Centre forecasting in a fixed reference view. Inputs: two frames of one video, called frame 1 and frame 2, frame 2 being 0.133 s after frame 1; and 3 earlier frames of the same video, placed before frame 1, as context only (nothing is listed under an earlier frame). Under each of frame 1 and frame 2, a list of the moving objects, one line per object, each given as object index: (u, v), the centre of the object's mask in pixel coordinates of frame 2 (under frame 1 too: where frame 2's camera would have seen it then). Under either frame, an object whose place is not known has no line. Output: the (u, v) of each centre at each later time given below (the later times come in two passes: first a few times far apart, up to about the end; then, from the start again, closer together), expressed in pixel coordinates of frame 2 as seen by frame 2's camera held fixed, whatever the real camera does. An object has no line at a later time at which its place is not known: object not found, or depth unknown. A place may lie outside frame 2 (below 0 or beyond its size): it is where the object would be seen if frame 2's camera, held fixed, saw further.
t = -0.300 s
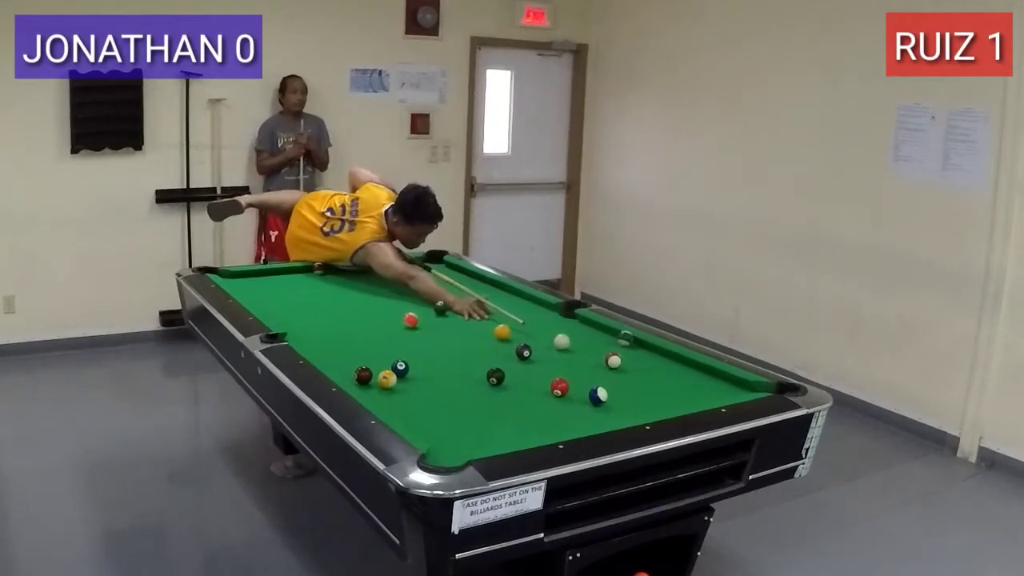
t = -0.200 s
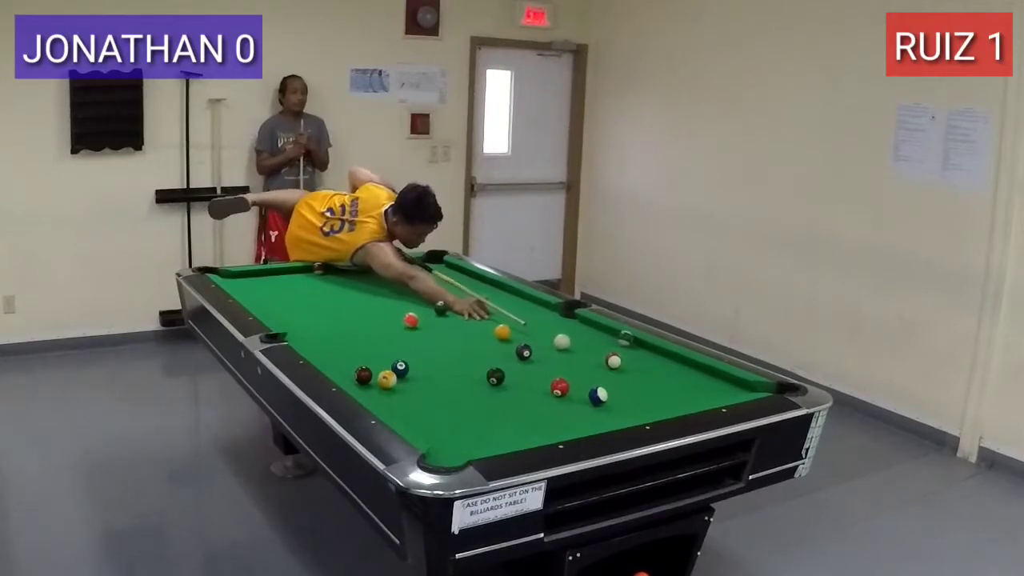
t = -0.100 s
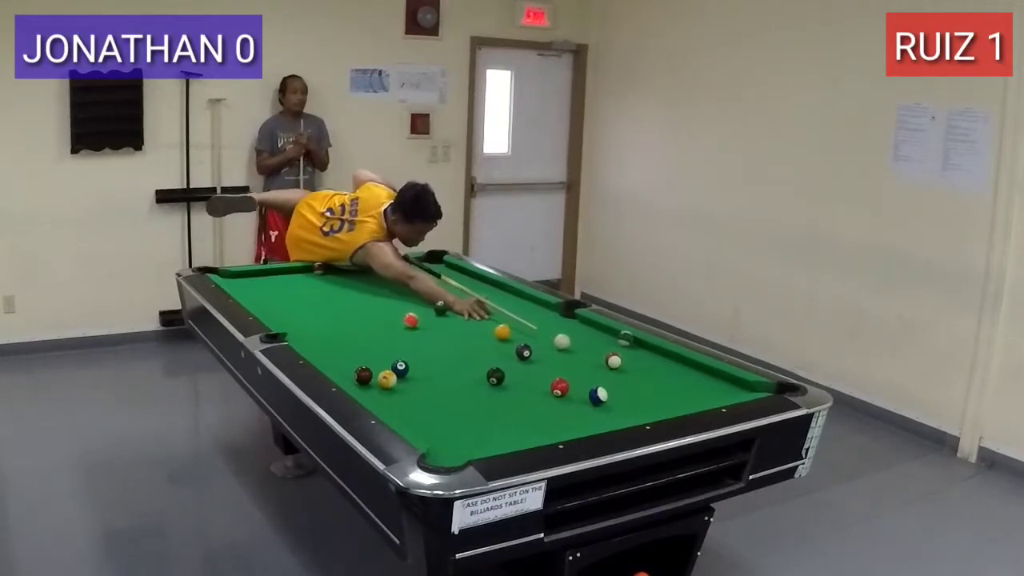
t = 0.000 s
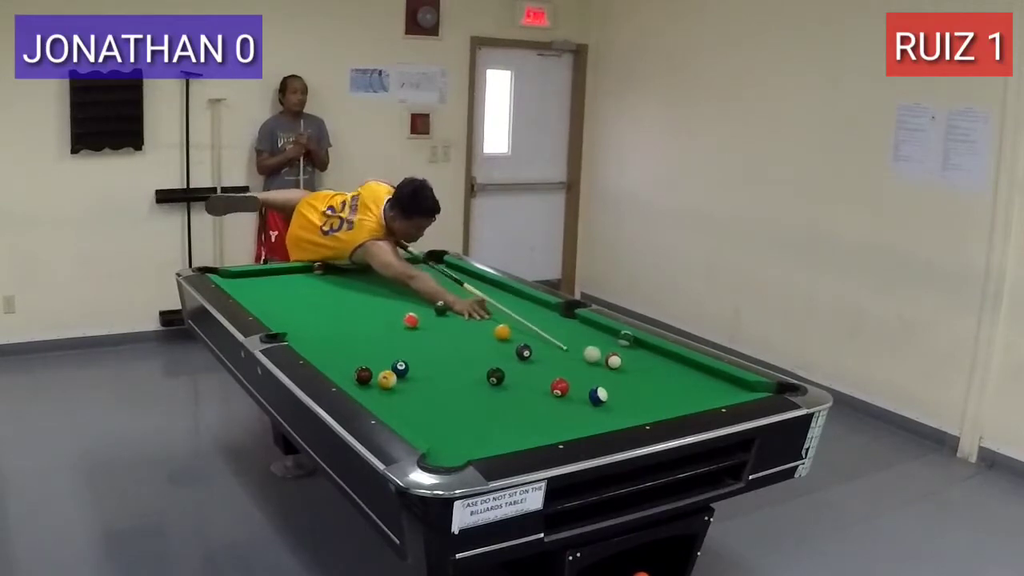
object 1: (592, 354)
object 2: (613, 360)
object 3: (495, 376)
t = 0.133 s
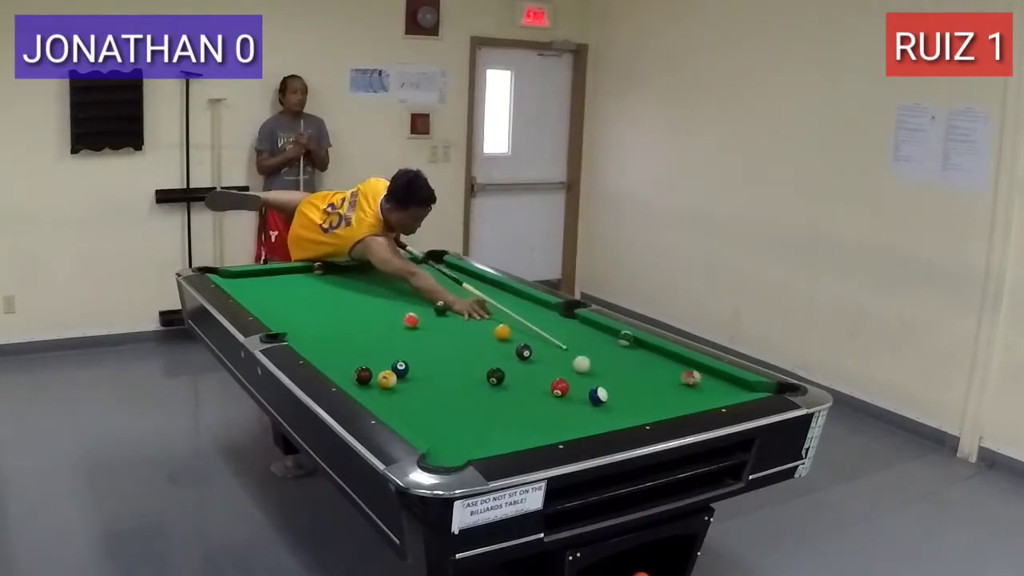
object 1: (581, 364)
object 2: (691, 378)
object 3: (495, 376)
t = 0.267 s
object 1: (563, 368)
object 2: (766, 390)
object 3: (495, 376)
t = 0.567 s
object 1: (521, 378)
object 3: (495, 376)
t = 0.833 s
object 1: (492, 387)
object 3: (488, 373)
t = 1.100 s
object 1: (465, 396)
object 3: (481, 374)
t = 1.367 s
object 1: (439, 406)
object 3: (477, 373)
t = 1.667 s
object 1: (411, 415)
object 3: (475, 372)
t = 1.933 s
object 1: (416, 417)
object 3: (475, 372)
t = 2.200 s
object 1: (432, 417)
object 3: (475, 372)
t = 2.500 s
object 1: (446, 416)
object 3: (475, 372)
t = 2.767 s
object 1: (455, 415)
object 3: (475, 372)
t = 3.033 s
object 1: (461, 414)
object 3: (475, 372)
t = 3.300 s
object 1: (463, 414)
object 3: (475, 372)
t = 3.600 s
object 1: (464, 414)
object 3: (475, 372)
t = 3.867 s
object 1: (464, 414)
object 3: (475, 372)
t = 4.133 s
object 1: (464, 414)
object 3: (475, 373)
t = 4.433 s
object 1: (464, 414)
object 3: (475, 372)
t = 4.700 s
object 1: (464, 414)
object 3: (475, 372)
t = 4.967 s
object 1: (464, 414)
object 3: (475, 372)
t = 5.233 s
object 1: (464, 414)
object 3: (475, 372)
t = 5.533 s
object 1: (464, 414)
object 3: (475, 372)
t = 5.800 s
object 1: (464, 414)
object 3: (475, 372)
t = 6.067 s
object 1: (464, 414)
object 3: (475, 372)
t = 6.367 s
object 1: (464, 414)
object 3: (475, 373)
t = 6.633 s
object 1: (464, 414)
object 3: (475, 372)
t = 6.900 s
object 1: (464, 414)
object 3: (475, 372)
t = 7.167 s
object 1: (464, 414)
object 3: (475, 372)
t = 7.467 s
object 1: (464, 414)
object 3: (475, 372)
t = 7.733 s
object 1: (464, 414)
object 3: (475, 372)
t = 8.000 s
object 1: (464, 414)
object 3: (475, 372)
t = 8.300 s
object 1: (464, 414)
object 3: (475, 372)
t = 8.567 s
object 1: (464, 414)
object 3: (475, 373)
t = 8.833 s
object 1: (464, 414)
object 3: (475, 372)
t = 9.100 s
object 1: (464, 414)
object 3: (475, 372)
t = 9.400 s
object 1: (464, 414)
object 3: (475, 372)
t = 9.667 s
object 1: (464, 414)
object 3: (475, 373)
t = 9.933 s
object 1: (464, 414)
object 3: (475, 372)
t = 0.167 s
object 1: (577, 365)
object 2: (709, 381)
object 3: (495, 376)
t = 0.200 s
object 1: (572, 366)
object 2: (729, 386)
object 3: (495, 376)
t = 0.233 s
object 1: (568, 367)
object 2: (748, 388)
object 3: (495, 376)
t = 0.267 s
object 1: (563, 368)
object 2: (766, 390)
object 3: (495, 376)
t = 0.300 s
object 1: (559, 369)
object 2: (779, 391)
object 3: (495, 376)
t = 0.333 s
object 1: (554, 370)
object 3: (496, 376)
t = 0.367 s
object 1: (549, 372)
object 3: (495, 376)
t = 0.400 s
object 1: (545, 372)
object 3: (495, 376)
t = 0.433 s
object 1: (540, 373)
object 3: (495, 376)
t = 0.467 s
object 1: (535, 374)
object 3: (496, 376)
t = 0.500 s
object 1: (531, 375)
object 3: (495, 376)
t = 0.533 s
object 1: (526, 376)
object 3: (495, 376)
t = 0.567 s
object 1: (521, 378)
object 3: (495, 376)
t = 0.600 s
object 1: (517, 378)
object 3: (495, 376)
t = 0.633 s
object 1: (512, 379)
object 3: (495, 376)
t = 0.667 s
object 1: (509, 381)
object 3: (493, 376)
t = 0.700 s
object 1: (505, 382)
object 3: (492, 375)
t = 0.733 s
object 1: (502, 383)
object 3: (490, 374)
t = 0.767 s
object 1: (499, 384)
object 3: (489, 374)
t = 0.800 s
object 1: (495, 385)
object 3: (488, 373)
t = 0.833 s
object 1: (492, 387)
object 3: (488, 373)
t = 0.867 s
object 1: (488, 388)
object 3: (487, 373)
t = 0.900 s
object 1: (485, 389)
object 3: (486, 373)
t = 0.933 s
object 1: (482, 390)
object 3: (485, 374)
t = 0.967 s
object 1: (478, 391)
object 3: (485, 374)
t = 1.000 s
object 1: (475, 393)
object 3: (484, 375)
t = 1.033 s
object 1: (472, 394)
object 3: (482, 375)
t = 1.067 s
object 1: (468, 395)
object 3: (482, 375)
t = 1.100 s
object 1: (465, 396)
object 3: (481, 374)
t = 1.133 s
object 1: (462, 397)
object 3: (480, 374)
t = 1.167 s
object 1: (459, 399)
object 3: (480, 374)
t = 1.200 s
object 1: (455, 400)
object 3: (479, 374)
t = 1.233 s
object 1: (452, 401)
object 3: (478, 373)
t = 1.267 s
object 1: (449, 402)
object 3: (478, 373)
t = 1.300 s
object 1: (446, 403)
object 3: (477, 373)
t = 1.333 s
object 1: (442, 404)
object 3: (477, 373)
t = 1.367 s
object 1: (439, 406)
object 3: (477, 373)
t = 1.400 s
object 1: (436, 407)
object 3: (476, 373)
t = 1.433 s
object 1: (433, 408)
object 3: (476, 373)
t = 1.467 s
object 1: (429, 409)
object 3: (475, 372)
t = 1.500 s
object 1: (426, 410)
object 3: (475, 372)
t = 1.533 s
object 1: (423, 411)
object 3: (475, 372)
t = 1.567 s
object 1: (420, 412)
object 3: (475, 372)
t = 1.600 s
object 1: (417, 413)
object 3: (475, 372)
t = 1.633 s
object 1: (414, 414)
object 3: (475, 372)
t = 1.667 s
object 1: (411, 415)
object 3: (475, 372)
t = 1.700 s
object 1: (408, 416)
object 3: (475, 372)
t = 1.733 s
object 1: (405, 416)
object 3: (475, 372)
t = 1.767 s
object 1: (406, 417)
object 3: (475, 372)
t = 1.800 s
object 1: (408, 417)
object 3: (475, 372)
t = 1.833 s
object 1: (410, 417)
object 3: (474, 372)
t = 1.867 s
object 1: (412, 417)
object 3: (475, 372)
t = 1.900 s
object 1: (414, 417)
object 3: (474, 372)
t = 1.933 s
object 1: (416, 417)
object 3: (475, 372)
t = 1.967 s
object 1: (419, 418)
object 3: (475, 372)
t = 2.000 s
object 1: (421, 417)
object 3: (475, 372)
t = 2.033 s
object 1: (423, 417)
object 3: (475, 372)
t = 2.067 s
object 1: (425, 417)
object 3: (475, 372)
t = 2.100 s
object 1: (427, 417)
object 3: (475, 372)
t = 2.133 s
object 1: (428, 417)
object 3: (475, 372)
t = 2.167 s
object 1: (430, 417)
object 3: (475, 372)
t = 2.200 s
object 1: (432, 417)
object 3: (475, 372)
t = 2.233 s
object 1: (434, 417)
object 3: (475, 372)
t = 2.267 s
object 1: (435, 416)
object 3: (475, 372)
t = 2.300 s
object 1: (437, 416)
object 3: (475, 372)
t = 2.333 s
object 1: (438, 416)
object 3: (475, 372)
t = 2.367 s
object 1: (440, 416)
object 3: (475, 372)
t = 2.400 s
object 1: (441, 416)
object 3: (475, 372)
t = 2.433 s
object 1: (443, 416)
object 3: (475, 372)
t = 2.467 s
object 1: (445, 416)
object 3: (475, 372)
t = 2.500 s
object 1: (446, 416)
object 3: (475, 372)
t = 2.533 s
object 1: (447, 415)
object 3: (475, 372)
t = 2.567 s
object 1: (448, 415)
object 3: (475, 372)
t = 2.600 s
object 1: (449, 415)
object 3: (475, 372)
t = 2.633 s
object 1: (451, 415)
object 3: (475, 372)
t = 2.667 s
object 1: (452, 415)
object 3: (475, 372)
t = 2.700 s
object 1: (453, 415)
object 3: (475, 372)
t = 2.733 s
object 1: (454, 415)
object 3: (475, 372)
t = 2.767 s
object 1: (455, 415)
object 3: (475, 372)
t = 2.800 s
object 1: (456, 414)
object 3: (475, 372)
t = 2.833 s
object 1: (457, 414)
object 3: (475, 372)
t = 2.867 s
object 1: (457, 414)
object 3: (475, 372)
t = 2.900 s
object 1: (458, 414)
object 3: (475, 372)
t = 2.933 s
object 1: (458, 414)
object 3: (475, 372)
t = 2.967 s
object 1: (459, 414)
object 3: (475, 372)
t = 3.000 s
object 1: (460, 414)
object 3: (475, 372)
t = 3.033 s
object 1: (461, 414)
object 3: (475, 372)
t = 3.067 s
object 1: (461, 414)
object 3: (475, 372)
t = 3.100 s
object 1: (461, 414)
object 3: (475, 372)
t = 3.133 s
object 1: (462, 414)
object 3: (475, 372)
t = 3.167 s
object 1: (462, 414)
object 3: (475, 372)
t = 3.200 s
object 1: (462, 414)
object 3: (475, 372)
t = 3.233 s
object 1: (463, 414)
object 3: (475, 372)
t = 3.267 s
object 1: (463, 414)
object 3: (475, 372)
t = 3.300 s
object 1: (463, 414)
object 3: (475, 372)
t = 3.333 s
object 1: (464, 414)
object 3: (475, 372)
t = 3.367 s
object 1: (464, 414)
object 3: (475, 372)
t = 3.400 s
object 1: (464, 414)
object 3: (475, 372)
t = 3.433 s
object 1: (464, 414)
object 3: (475, 372)
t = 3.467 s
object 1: (464, 414)
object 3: (475, 372)
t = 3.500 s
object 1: (464, 414)
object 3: (475, 372)
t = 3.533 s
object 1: (464, 414)
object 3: (475, 372)
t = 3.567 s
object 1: (464, 414)
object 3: (475, 372)
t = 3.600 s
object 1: (464, 414)
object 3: (475, 372)
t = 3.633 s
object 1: (464, 414)
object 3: (475, 372)
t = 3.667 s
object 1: (464, 414)
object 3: (475, 372)
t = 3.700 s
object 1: (464, 414)
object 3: (475, 372)
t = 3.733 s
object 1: (464, 414)
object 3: (475, 372)
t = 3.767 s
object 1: (464, 414)
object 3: (475, 372)
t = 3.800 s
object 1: (464, 414)
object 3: (475, 372)
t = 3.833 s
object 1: (464, 414)
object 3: (475, 372)
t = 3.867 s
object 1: (464, 414)
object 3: (475, 372)
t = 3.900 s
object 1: (464, 414)
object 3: (475, 372)
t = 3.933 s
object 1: (464, 414)
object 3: (475, 372)
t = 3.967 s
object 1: (464, 414)
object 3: (475, 372)
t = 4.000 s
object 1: (464, 414)
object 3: (475, 372)
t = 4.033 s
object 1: (464, 414)
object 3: (475, 372)
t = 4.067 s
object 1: (464, 414)
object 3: (475, 372)
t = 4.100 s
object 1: (464, 414)
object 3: (475, 372)
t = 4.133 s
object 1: (464, 414)
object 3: (475, 373)
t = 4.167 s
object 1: (464, 414)
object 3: (475, 373)
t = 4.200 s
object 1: (464, 414)
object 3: (475, 373)
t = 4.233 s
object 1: (464, 414)
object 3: (475, 373)
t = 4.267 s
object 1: (464, 414)
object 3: (475, 372)
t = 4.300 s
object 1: (464, 414)
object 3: (475, 373)
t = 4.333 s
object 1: (464, 414)
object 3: (475, 373)
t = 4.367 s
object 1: (464, 414)
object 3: (475, 373)
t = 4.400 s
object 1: (464, 414)
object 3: (475, 372)
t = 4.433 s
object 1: (464, 414)
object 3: (475, 372)
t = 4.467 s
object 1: (464, 414)
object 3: (475, 373)
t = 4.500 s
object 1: (464, 414)
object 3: (475, 372)
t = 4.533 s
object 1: (464, 414)
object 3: (475, 372)
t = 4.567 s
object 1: (464, 414)
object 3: (475, 372)
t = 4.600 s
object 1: (464, 414)
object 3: (475, 373)
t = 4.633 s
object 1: (464, 414)
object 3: (475, 373)
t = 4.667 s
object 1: (464, 414)
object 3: (475, 372)
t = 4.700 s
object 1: (464, 414)
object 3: (475, 372)
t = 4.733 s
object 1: (464, 414)
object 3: (475, 373)
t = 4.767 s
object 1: (464, 414)
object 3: (475, 373)
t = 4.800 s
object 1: (464, 414)
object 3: (475, 373)
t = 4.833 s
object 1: (464, 414)
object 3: (475, 372)
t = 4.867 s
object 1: (464, 414)
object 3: (475, 373)
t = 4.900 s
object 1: (464, 414)
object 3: (475, 373)
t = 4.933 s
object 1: (464, 414)
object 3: (475, 372)
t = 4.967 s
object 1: (464, 414)
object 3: (475, 372)
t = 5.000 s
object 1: (464, 414)
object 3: (475, 372)
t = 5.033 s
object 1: (464, 414)
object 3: (475, 373)
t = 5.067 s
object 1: (464, 414)
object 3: (475, 373)
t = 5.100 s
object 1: (464, 414)
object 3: (475, 372)
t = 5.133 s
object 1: (464, 414)
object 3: (475, 373)
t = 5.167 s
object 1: (464, 414)
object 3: (475, 372)
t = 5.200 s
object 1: (464, 414)
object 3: (475, 372)
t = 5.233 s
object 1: (464, 414)
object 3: (475, 372)
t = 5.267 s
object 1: (464, 414)
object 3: (475, 372)
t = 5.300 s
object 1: (464, 414)
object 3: (475, 372)
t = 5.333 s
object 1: (464, 414)
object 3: (475, 372)
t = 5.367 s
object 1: (464, 414)
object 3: (475, 372)
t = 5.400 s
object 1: (464, 414)
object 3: (475, 372)
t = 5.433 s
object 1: (464, 414)
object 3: (475, 372)
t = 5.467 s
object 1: (464, 414)
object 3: (475, 372)
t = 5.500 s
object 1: (464, 414)
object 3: (475, 372)
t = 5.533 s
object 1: (464, 414)
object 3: (475, 372)
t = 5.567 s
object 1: (464, 414)
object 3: (475, 372)
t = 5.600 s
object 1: (464, 414)
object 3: (475, 373)
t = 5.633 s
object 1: (464, 414)
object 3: (475, 373)
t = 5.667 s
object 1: (464, 414)
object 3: (475, 372)
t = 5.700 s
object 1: (464, 414)
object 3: (475, 373)
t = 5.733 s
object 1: (464, 414)
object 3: (475, 373)
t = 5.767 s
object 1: (464, 414)
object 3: (475, 372)
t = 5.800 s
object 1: (464, 414)
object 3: (475, 372)
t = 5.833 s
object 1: (464, 414)
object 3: (475, 372)
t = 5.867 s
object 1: (464, 414)
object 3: (475, 372)
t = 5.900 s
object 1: (464, 414)
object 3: (475, 372)
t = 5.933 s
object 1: (464, 414)
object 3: (475, 372)
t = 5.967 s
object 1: (464, 414)
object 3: (475, 373)
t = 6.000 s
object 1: (464, 414)
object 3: (475, 372)
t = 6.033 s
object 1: (464, 414)
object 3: (475, 372)
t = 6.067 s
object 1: (464, 414)
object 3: (475, 372)
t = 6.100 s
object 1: (464, 414)
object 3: (475, 373)
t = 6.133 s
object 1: (464, 414)
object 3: (475, 372)
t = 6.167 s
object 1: (464, 414)
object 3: (475, 372)
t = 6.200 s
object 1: (464, 414)
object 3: (475, 372)
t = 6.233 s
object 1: (464, 414)
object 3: (475, 372)
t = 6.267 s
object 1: (464, 414)
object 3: (475, 372)
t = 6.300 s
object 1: (464, 414)
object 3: (475, 372)
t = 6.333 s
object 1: (464, 414)
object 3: (475, 372)
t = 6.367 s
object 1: (464, 414)
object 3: (475, 373)
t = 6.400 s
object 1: (464, 414)
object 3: (475, 373)
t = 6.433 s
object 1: (464, 414)
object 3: (475, 372)
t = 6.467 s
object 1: (464, 414)
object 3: (475, 372)
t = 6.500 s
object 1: (464, 414)
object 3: (475, 373)
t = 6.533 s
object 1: (464, 414)
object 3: (475, 373)
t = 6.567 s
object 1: (464, 414)
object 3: (475, 373)
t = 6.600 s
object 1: (464, 414)
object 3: (475, 372)
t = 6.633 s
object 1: (464, 414)
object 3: (475, 372)
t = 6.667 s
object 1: (464, 414)
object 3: (475, 372)
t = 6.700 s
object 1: (464, 414)
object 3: (475, 372)
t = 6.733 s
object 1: (464, 414)
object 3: (475, 373)
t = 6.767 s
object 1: (464, 414)
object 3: (475, 373)
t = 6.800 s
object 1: (464, 414)
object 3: (475, 373)
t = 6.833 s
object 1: (464, 414)
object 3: (475, 372)
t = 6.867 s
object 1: (464, 414)
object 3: (475, 372)
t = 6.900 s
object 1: (464, 414)
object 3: (475, 372)
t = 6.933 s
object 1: (464, 414)
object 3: (475, 372)
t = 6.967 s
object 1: (464, 414)
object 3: (475, 372)
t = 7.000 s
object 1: (464, 414)
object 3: (475, 372)
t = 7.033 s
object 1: (464, 414)
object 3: (475, 372)
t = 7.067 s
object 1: (464, 414)
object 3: (475, 372)
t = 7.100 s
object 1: (464, 414)
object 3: (475, 372)
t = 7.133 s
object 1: (464, 414)
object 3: (475, 372)
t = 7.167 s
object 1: (464, 414)
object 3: (475, 372)
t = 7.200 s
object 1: (464, 414)
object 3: (475, 372)
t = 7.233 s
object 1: (464, 414)
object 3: (475, 372)
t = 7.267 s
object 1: (464, 414)
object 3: (475, 372)
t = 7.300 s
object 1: (464, 414)
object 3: (475, 372)
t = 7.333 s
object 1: (464, 414)
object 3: (475, 372)
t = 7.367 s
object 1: (464, 414)
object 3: (475, 372)
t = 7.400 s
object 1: (464, 414)
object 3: (475, 372)
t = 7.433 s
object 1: (464, 414)
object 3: (475, 372)
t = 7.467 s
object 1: (464, 414)
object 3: (475, 372)
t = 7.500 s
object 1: (464, 414)
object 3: (475, 372)
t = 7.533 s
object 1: (464, 414)
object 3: (475, 373)
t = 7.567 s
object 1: (464, 414)
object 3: (475, 372)
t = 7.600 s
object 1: (464, 414)
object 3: (475, 372)
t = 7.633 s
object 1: (464, 414)
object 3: (475, 372)
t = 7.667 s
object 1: (464, 414)
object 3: (475, 372)
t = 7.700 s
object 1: (464, 414)
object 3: (475, 372)
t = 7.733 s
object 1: (464, 414)
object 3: (475, 372)
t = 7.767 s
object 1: (464, 414)
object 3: (475, 372)
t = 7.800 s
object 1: (464, 414)
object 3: (475, 372)
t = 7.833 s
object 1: (464, 414)
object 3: (475, 372)
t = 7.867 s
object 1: (464, 414)
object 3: (475, 372)
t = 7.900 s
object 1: (464, 414)
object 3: (475, 372)
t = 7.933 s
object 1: (464, 414)
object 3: (475, 372)
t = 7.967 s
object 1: (464, 414)
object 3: (475, 372)
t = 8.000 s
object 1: (464, 414)
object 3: (475, 372)
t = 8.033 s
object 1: (464, 414)
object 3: (475, 372)
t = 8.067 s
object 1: (464, 414)
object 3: (475, 372)
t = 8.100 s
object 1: (464, 414)
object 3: (475, 372)
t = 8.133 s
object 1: (464, 414)
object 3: (475, 372)
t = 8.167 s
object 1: (464, 414)
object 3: (475, 372)
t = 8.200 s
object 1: (464, 414)
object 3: (475, 372)
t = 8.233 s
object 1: (464, 414)
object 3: (475, 372)
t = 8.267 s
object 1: (464, 414)
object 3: (475, 372)
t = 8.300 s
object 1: (464, 414)
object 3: (475, 372)
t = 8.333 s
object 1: (464, 414)
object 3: (475, 372)
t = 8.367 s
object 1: (464, 414)
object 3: (475, 372)
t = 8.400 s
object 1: (464, 414)
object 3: (475, 372)
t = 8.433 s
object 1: (464, 414)
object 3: (475, 372)
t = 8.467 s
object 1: (464, 414)
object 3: (475, 372)
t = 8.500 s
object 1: (464, 414)
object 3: (475, 372)
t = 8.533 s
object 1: (464, 414)
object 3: (475, 373)
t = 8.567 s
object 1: (464, 414)
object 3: (475, 373)
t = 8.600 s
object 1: (464, 414)
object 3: (475, 373)
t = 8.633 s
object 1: (464, 414)
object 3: (475, 373)
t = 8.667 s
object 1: (464, 414)
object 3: (475, 372)
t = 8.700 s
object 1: (464, 414)
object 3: (475, 373)
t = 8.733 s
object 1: (464, 414)
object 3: (475, 373)
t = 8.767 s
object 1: (464, 414)
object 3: (475, 373)
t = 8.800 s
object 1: (464, 414)
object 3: (475, 372)
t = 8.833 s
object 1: (464, 414)
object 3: (475, 372)
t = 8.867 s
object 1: (464, 414)
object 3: (475, 372)
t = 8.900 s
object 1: (464, 414)
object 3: (475, 372)
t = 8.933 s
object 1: (464, 414)
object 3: (475, 372)
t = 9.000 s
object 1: (464, 414)
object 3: (475, 372)
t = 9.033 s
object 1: (464, 414)
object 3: (475, 372)
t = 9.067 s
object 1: (464, 414)
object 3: (475, 372)
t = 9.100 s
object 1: (464, 414)
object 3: (475, 372)
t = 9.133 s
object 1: (464, 414)
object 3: (475, 372)
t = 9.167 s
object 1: (464, 414)
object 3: (475, 372)
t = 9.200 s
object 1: (464, 414)
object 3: (475, 372)
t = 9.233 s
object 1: (464, 414)
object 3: (475, 372)
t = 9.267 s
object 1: (464, 414)
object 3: (475, 372)
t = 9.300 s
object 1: (464, 414)
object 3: (475, 372)
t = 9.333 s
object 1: (464, 414)
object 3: (475, 372)
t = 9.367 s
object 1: (464, 414)
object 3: (475, 372)
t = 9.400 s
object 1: (464, 414)
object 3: (475, 372)
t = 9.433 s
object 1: (464, 414)
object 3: (475, 372)
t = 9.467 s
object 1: (464, 414)
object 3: (475, 372)
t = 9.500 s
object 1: (464, 414)
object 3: (475, 372)
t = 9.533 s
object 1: (464, 414)
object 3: (475, 372)
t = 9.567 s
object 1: (464, 414)
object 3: (475, 372)
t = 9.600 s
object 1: (464, 414)
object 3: (475, 372)
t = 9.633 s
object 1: (464, 414)
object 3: (475, 373)
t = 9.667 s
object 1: (464, 414)
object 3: (475, 373)
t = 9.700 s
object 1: (464, 414)
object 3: (475, 373)
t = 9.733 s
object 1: (464, 414)
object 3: (475, 373)
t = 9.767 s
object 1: (464, 414)
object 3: (475, 372)
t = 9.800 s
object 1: (464, 414)
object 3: (475, 372)
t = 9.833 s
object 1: (464, 414)
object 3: (475, 372)
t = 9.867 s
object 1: (464, 414)
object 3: (475, 372)
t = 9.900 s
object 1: (464, 414)
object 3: (475, 372)
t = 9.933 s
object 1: (464, 414)
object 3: (475, 372)
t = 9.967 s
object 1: (464, 414)
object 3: (475, 372)
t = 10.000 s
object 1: (464, 414)
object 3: (475, 372)
